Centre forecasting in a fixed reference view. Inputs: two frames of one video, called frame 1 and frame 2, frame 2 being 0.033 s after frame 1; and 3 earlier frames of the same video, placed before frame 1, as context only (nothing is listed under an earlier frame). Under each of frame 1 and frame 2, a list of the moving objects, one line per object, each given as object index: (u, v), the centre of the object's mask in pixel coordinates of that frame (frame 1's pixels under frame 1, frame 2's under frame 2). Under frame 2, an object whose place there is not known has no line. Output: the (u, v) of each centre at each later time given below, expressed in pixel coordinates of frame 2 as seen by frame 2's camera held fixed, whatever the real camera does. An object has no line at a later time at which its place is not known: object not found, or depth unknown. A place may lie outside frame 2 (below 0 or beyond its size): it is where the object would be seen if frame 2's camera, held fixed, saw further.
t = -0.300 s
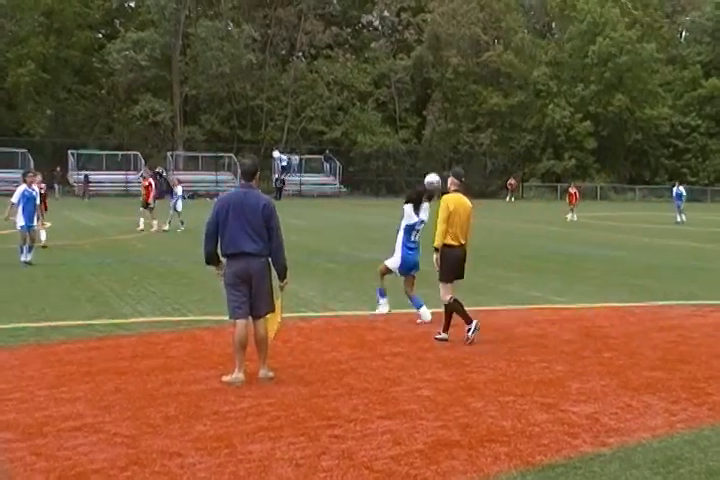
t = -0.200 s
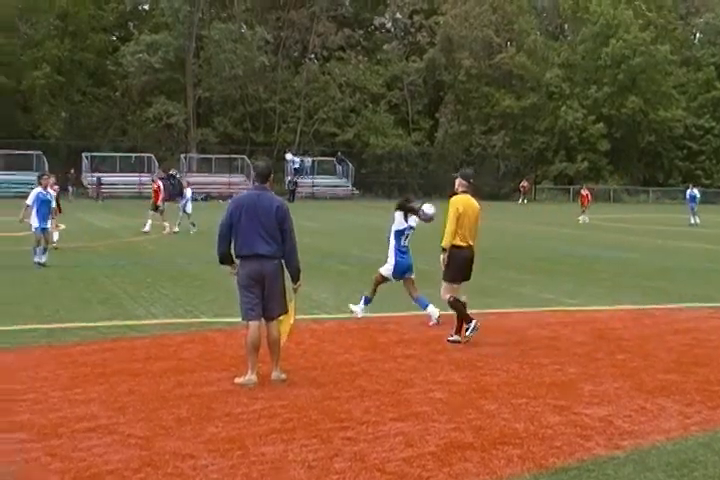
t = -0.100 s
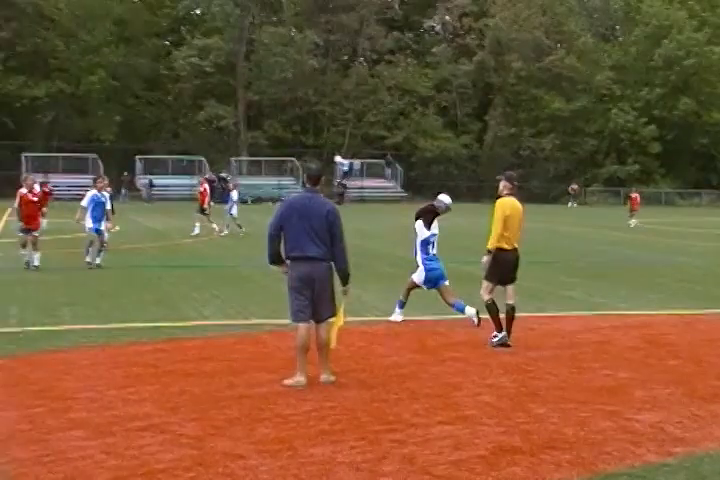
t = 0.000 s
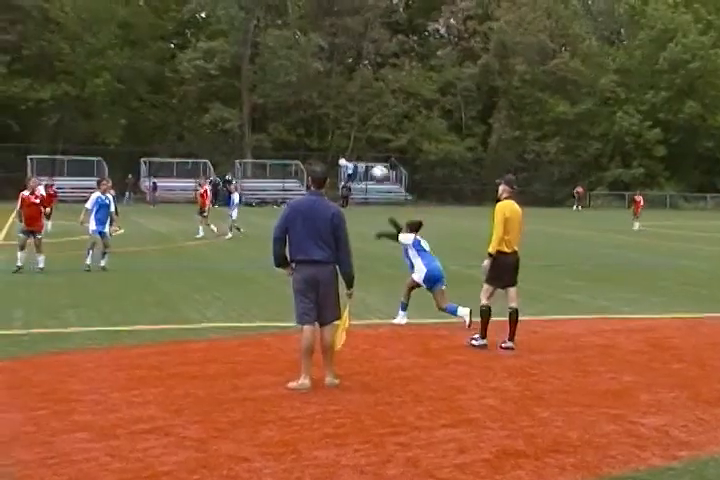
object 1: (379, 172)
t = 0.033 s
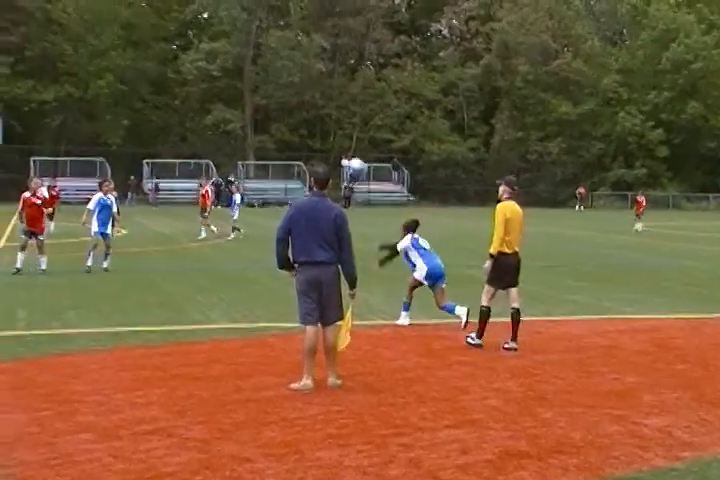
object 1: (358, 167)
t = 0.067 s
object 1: (331, 157)
